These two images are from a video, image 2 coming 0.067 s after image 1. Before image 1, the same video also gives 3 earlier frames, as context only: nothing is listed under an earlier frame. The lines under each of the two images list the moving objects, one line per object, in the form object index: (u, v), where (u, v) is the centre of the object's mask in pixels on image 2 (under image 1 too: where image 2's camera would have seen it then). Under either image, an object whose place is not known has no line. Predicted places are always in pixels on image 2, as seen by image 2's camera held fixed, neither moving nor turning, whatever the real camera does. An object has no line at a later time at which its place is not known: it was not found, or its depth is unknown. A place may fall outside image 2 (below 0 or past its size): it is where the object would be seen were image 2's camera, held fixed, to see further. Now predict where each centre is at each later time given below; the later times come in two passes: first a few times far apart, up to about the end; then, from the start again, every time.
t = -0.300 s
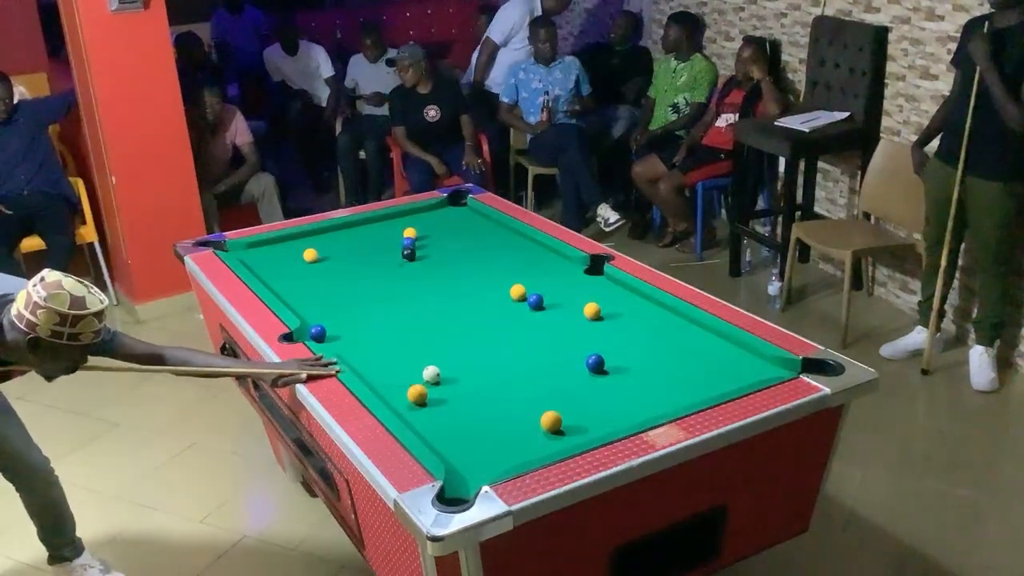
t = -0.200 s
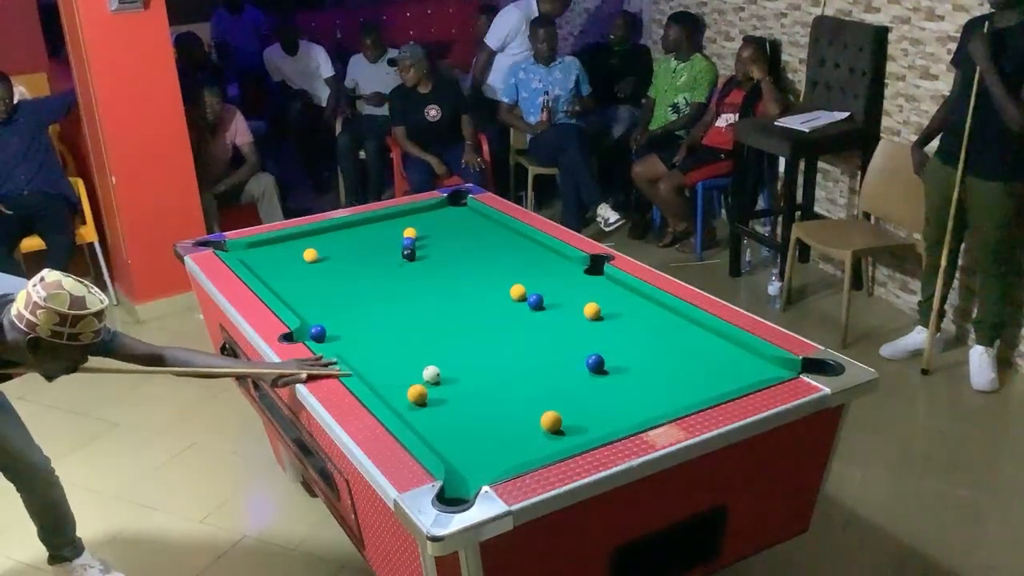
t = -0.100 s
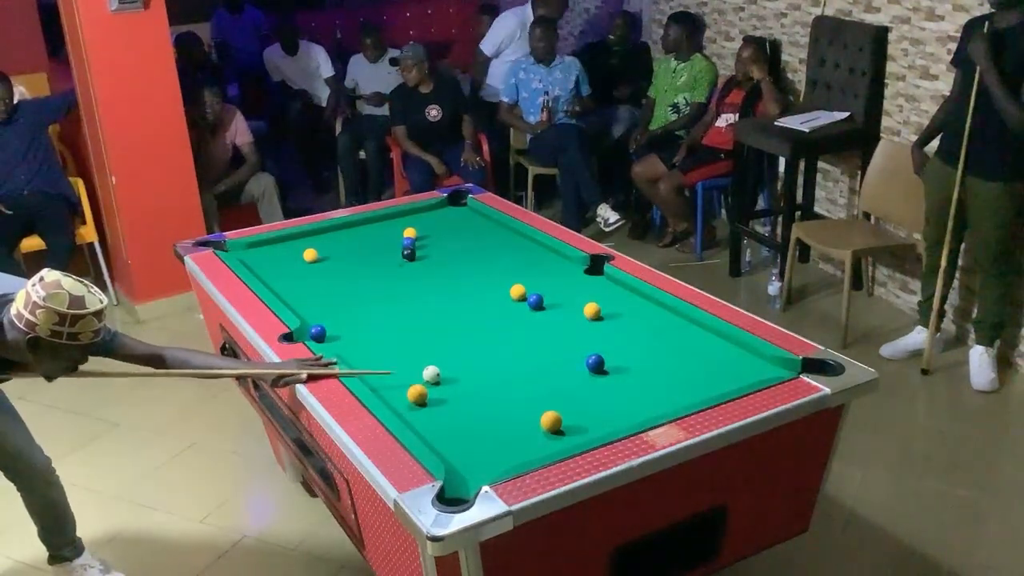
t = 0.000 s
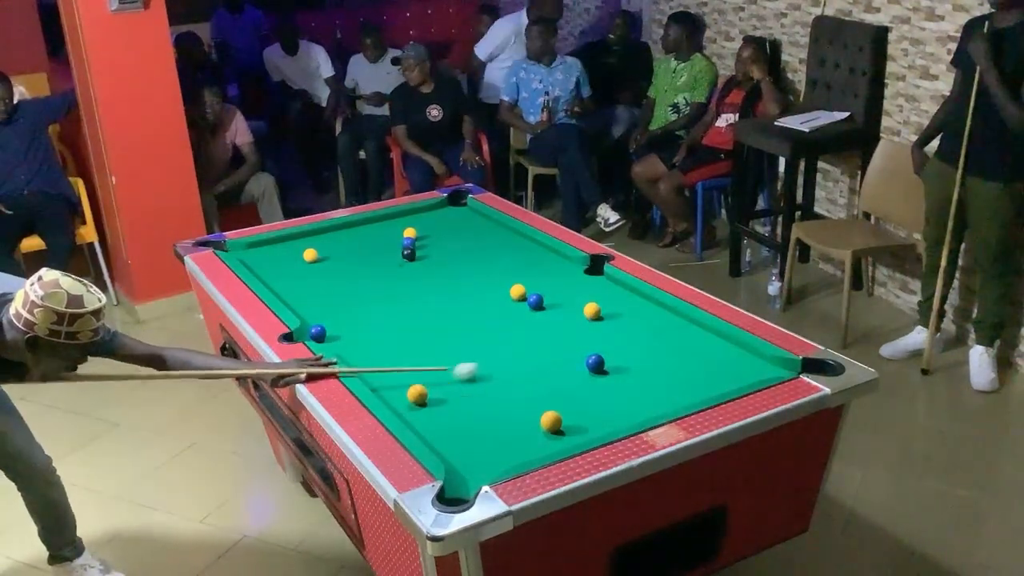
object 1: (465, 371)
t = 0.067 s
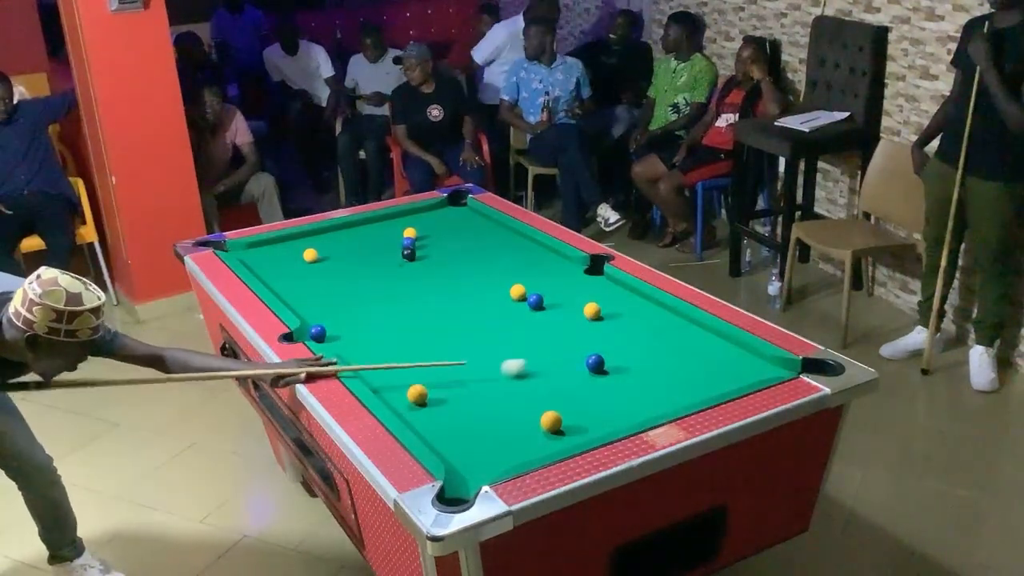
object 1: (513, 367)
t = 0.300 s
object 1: (581, 351)
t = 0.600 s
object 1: (621, 331)
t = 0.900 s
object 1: (659, 313)
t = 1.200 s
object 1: (641, 315)
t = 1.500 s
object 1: (615, 321)
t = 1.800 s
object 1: (590, 327)
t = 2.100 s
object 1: (567, 331)
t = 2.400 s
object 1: (546, 335)
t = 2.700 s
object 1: (528, 338)
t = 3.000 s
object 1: (511, 341)
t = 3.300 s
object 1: (498, 343)
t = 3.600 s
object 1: (486, 345)
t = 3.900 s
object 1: (476, 347)
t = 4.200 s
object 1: (467, 349)
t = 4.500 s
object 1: (460, 350)
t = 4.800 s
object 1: (456, 351)
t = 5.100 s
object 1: (453, 351)
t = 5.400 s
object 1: (454, 351)
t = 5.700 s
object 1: (454, 351)
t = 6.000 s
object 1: (454, 351)
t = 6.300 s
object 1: (454, 351)
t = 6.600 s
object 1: (454, 351)
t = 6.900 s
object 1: (454, 351)
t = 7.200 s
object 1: (454, 351)
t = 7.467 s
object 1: (454, 351)
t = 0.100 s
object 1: (537, 365)
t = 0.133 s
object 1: (560, 363)
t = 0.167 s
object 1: (575, 361)
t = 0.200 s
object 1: (576, 359)
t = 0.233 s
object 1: (576, 357)
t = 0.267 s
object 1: (578, 354)
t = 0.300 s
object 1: (581, 351)
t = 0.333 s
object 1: (584, 349)
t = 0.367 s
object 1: (588, 347)
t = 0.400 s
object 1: (593, 344)
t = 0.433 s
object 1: (598, 342)
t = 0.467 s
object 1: (603, 340)
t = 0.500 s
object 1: (608, 338)
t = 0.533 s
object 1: (612, 335)
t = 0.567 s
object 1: (616, 333)
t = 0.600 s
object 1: (621, 331)
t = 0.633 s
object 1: (626, 329)
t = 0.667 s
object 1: (630, 327)
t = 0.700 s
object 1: (634, 325)
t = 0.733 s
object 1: (638, 323)
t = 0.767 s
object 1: (642, 321)
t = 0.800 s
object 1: (647, 319)
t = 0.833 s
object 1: (651, 317)
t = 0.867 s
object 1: (655, 315)
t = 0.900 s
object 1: (659, 313)
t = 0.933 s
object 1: (663, 311)
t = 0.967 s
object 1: (664, 311)
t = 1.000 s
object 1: (660, 311)
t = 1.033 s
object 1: (657, 312)
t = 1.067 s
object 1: (654, 313)
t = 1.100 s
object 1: (651, 313)
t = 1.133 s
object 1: (648, 314)
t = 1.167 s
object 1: (645, 315)
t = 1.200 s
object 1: (641, 315)
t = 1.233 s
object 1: (639, 316)
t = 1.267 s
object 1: (636, 317)
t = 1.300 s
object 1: (633, 317)
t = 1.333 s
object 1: (629, 318)
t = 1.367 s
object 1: (627, 318)
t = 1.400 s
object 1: (624, 319)
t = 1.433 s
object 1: (621, 320)
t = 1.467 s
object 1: (618, 320)
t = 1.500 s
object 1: (615, 321)
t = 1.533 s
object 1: (612, 322)
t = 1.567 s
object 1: (609, 323)
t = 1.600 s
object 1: (607, 323)
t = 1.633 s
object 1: (604, 324)
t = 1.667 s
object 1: (601, 324)
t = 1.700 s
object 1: (598, 325)
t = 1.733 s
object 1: (595, 325)
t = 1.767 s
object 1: (592, 326)
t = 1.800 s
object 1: (590, 327)
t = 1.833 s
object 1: (587, 327)
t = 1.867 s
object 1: (584, 328)
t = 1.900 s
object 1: (582, 328)
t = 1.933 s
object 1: (580, 328)
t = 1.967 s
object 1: (577, 329)
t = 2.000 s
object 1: (575, 329)
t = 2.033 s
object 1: (572, 330)
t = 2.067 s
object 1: (569, 330)
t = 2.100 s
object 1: (567, 331)
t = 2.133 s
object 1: (564, 331)
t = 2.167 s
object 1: (562, 332)
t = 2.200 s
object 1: (559, 332)
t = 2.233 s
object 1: (557, 333)
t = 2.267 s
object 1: (555, 333)
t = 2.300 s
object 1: (552, 334)
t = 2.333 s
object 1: (550, 334)
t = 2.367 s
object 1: (548, 334)
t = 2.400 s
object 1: (546, 335)
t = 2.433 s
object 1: (544, 335)
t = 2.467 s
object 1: (542, 336)
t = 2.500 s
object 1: (539, 336)
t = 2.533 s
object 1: (537, 336)
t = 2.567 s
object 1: (535, 337)
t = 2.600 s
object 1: (533, 337)
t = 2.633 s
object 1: (531, 338)
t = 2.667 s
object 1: (529, 338)
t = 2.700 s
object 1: (528, 338)
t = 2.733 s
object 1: (526, 339)
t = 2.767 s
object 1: (523, 339)
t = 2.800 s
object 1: (522, 339)
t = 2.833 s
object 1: (520, 340)
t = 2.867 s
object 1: (518, 340)
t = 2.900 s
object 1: (516, 340)
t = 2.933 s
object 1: (515, 340)
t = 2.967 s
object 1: (513, 341)
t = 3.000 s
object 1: (511, 341)
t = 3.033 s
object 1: (510, 341)
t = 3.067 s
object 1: (508, 341)
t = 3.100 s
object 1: (507, 342)
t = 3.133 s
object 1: (505, 342)
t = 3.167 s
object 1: (503, 342)
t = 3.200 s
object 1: (502, 343)
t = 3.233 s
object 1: (500, 343)
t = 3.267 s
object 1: (499, 343)
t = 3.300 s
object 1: (498, 343)
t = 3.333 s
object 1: (496, 343)
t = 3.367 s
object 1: (495, 344)
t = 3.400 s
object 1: (494, 344)
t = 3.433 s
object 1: (493, 344)
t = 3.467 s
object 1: (491, 344)
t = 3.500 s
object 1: (490, 345)
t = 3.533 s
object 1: (489, 345)
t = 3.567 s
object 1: (487, 345)
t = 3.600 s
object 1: (486, 345)
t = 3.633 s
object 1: (485, 345)
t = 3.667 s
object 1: (484, 345)
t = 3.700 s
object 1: (482, 346)
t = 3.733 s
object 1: (481, 346)
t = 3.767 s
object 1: (481, 346)
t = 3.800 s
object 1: (479, 346)
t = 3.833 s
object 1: (478, 347)
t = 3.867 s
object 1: (477, 347)
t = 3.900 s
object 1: (476, 347)
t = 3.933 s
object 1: (475, 347)
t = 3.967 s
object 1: (474, 348)
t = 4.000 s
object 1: (473, 348)
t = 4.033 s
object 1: (472, 348)
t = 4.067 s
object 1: (471, 348)
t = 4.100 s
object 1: (470, 348)
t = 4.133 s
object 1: (469, 348)
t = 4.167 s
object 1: (468, 349)
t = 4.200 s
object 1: (467, 349)
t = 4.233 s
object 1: (466, 349)
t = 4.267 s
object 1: (465, 349)
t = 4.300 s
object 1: (465, 349)
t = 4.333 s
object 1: (464, 349)
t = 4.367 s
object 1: (463, 350)
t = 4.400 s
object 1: (463, 350)
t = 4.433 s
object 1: (462, 350)
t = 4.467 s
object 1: (461, 350)
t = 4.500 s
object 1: (460, 350)
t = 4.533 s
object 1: (460, 350)
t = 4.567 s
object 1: (459, 350)
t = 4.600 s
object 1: (459, 351)
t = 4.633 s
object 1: (458, 351)
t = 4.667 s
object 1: (458, 351)
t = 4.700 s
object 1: (457, 351)
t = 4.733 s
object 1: (457, 351)
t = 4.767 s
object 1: (456, 351)
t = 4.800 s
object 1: (456, 351)
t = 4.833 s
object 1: (455, 351)
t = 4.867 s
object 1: (455, 351)
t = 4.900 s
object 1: (455, 351)
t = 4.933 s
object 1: (455, 351)
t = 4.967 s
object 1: (454, 351)
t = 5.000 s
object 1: (454, 351)
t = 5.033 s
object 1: (454, 351)
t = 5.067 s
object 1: (454, 351)
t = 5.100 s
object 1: (453, 351)
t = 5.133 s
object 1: (453, 351)
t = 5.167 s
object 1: (453, 351)
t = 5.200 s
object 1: (453, 351)
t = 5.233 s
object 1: (453, 351)
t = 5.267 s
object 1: (454, 351)
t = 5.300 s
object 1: (454, 351)
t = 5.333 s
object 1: (454, 351)
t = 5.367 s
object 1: (454, 351)
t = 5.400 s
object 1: (454, 351)
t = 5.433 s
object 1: (454, 351)
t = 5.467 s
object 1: (454, 351)
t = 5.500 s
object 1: (454, 351)
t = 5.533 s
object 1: (454, 351)
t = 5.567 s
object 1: (454, 351)
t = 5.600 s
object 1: (454, 351)
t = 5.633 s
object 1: (454, 351)
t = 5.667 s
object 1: (454, 351)
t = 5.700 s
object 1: (454, 351)
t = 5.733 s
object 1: (454, 351)
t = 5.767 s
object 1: (454, 351)
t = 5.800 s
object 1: (454, 351)
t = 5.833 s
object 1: (454, 351)
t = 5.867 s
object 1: (454, 351)
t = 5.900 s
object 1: (454, 351)
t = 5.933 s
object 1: (454, 351)
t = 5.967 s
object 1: (454, 351)
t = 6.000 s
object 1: (454, 351)
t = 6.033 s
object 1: (454, 351)
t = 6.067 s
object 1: (454, 351)
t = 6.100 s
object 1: (454, 351)
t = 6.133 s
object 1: (454, 351)
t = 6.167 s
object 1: (454, 351)
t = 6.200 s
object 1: (454, 351)
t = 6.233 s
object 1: (454, 351)
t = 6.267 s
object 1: (454, 351)
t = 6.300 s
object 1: (454, 351)
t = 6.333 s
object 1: (454, 351)
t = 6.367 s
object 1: (454, 351)
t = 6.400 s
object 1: (454, 351)
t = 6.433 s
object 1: (454, 351)
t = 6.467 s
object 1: (454, 351)
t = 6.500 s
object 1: (454, 351)
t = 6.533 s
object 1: (454, 351)
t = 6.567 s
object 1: (454, 351)
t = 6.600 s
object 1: (454, 351)
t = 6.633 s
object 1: (454, 351)
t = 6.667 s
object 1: (454, 351)
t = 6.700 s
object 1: (454, 351)
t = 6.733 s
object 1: (454, 351)
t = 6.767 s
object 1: (454, 351)
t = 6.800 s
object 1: (454, 351)
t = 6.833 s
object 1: (454, 351)
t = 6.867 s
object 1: (454, 351)
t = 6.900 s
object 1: (454, 351)
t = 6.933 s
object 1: (454, 351)
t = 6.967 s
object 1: (454, 351)
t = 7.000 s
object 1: (454, 351)
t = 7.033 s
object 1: (454, 351)
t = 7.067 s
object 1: (454, 351)
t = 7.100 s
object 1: (454, 351)
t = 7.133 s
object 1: (454, 351)
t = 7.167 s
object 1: (454, 351)
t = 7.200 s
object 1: (454, 351)
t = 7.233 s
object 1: (454, 351)
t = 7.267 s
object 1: (454, 351)
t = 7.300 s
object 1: (454, 351)
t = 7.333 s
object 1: (454, 351)
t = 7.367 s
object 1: (454, 351)
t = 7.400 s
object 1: (454, 351)
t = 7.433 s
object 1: (454, 351)
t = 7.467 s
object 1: (454, 351)
